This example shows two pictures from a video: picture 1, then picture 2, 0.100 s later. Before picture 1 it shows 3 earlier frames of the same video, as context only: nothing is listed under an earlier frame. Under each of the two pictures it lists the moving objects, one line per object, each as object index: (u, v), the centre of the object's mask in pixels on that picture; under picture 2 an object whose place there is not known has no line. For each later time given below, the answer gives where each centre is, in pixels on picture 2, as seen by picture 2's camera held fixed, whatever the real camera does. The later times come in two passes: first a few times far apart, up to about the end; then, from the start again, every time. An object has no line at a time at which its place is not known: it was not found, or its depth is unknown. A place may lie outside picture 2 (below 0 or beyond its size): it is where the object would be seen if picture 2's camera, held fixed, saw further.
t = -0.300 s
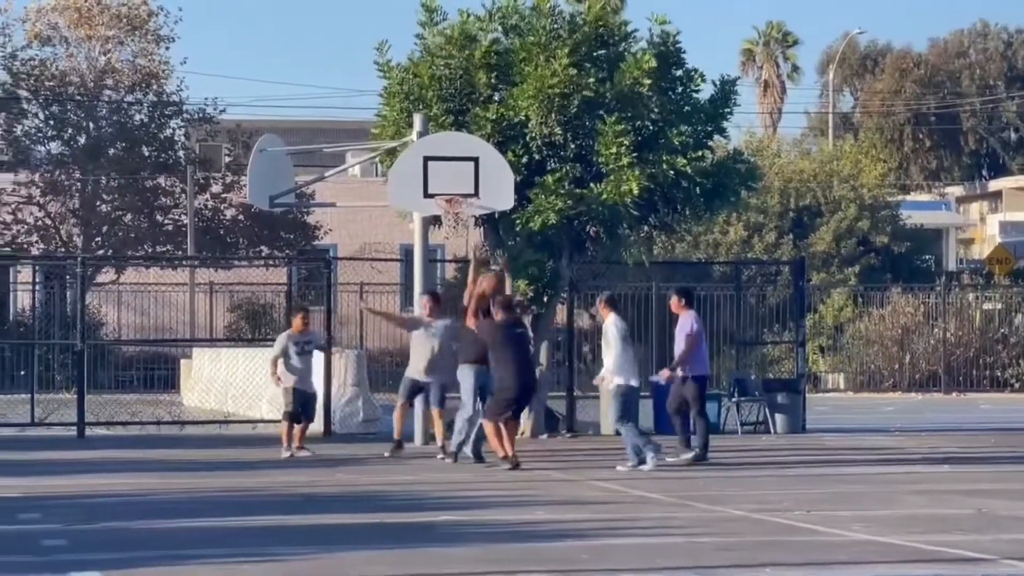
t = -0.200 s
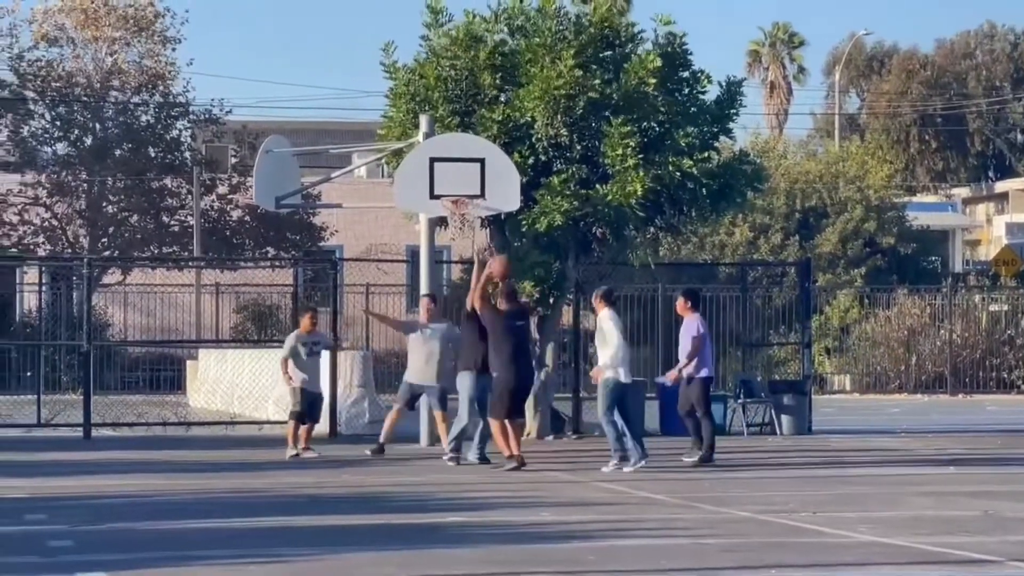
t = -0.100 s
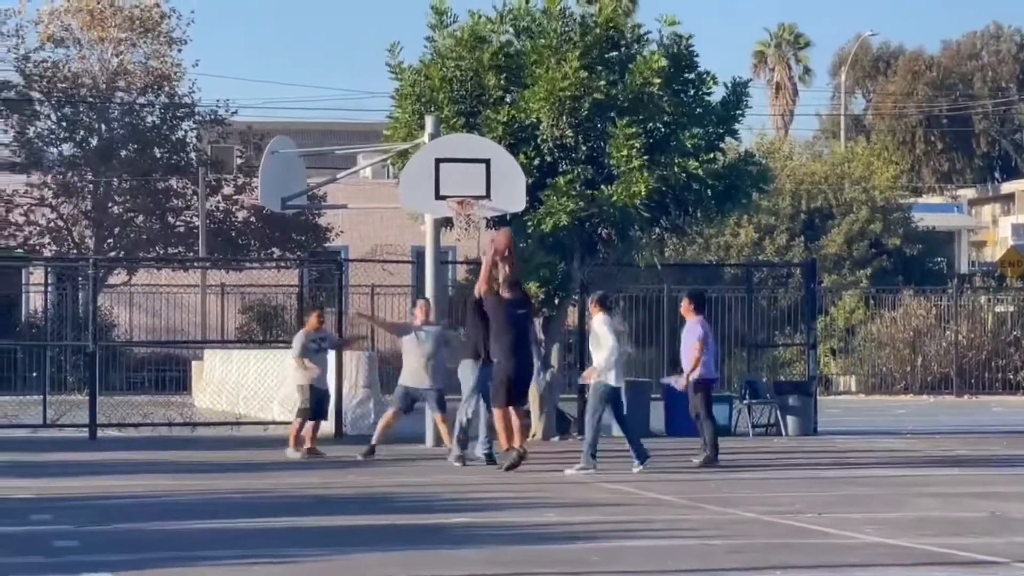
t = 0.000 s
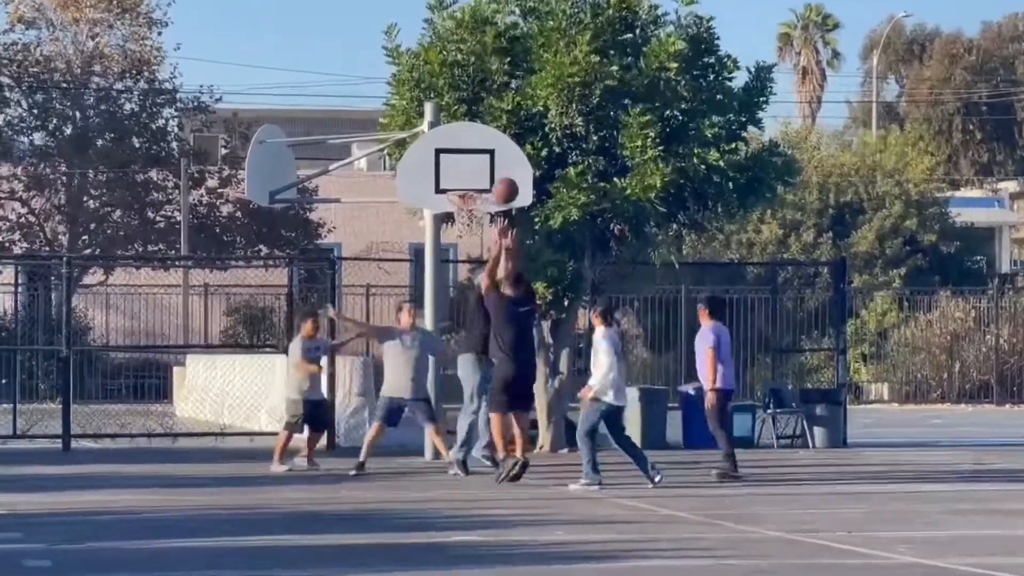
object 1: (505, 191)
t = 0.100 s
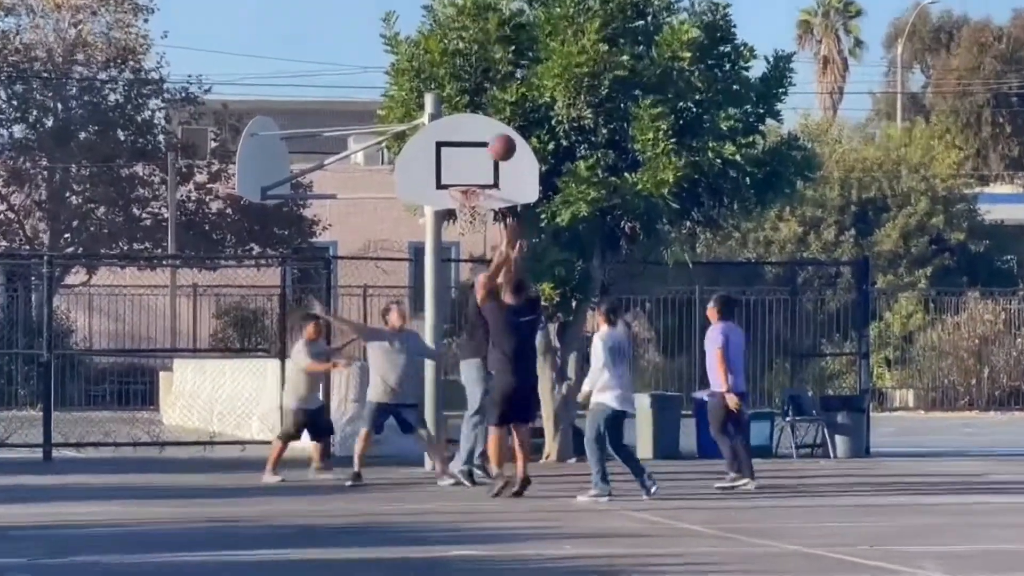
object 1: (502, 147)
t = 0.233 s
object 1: (491, 116)
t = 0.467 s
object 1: (474, 108)
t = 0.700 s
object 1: (461, 156)
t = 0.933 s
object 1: (459, 150)
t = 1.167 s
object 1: (467, 155)
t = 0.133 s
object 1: (500, 137)
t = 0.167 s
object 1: (496, 129)
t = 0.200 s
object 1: (494, 122)
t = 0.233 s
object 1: (491, 116)
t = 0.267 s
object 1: (488, 111)
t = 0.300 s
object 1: (486, 108)
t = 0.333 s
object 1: (483, 106)
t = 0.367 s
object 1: (480, 104)
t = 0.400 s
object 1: (478, 105)
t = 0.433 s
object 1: (476, 106)
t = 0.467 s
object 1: (474, 108)
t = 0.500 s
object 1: (473, 111)
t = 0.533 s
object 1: (472, 116)
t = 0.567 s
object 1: (469, 121)
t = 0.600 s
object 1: (467, 128)
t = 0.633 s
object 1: (464, 137)
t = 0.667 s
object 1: (462, 146)
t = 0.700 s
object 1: (461, 156)
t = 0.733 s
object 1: (459, 167)
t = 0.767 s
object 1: (458, 178)
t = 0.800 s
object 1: (456, 173)
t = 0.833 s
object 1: (456, 165)
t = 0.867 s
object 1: (457, 159)
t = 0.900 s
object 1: (458, 154)
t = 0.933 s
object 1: (459, 150)
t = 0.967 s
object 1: (460, 147)
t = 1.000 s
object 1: (461, 146)
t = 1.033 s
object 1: (462, 146)
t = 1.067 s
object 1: (463, 146)
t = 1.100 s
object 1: (464, 147)
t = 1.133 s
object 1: (466, 150)
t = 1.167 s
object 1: (467, 155)
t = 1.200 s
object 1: (468, 160)
